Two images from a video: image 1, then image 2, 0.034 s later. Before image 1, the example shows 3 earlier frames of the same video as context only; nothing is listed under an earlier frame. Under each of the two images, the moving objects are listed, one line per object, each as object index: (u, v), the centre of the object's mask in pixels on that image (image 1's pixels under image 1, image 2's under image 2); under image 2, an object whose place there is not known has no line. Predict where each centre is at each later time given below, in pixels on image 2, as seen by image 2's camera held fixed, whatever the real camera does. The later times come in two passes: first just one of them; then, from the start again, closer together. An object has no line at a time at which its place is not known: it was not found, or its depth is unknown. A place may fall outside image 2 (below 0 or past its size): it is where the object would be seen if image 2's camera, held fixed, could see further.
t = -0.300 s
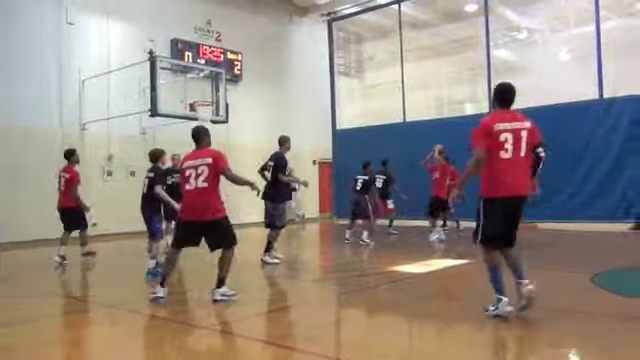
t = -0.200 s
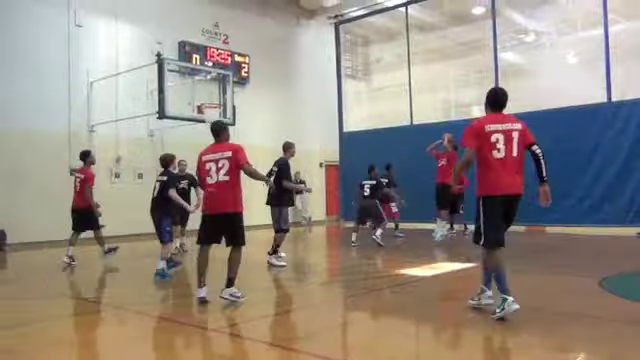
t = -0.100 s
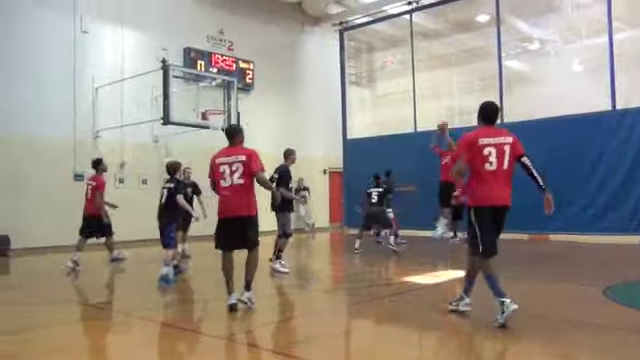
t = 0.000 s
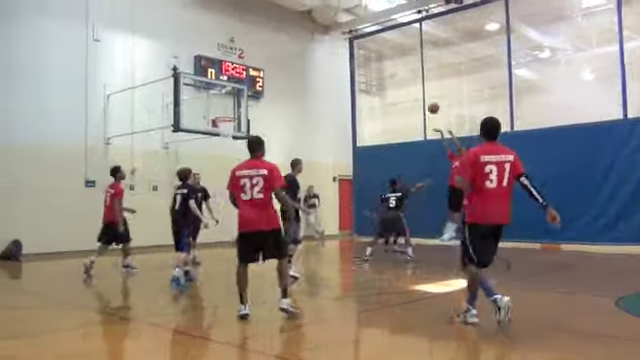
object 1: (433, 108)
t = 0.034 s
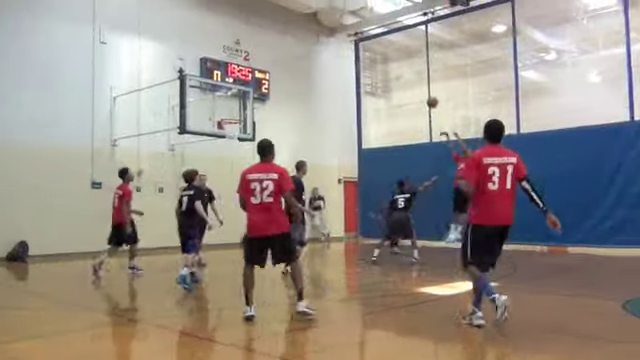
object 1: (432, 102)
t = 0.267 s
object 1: (382, 61)
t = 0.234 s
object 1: (389, 65)
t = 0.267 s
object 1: (382, 61)
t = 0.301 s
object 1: (375, 57)
